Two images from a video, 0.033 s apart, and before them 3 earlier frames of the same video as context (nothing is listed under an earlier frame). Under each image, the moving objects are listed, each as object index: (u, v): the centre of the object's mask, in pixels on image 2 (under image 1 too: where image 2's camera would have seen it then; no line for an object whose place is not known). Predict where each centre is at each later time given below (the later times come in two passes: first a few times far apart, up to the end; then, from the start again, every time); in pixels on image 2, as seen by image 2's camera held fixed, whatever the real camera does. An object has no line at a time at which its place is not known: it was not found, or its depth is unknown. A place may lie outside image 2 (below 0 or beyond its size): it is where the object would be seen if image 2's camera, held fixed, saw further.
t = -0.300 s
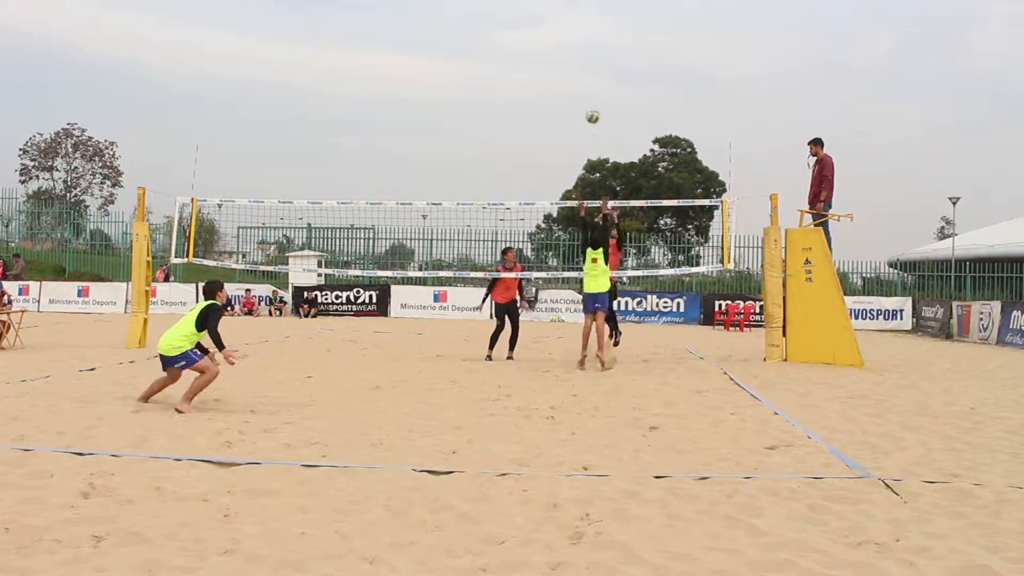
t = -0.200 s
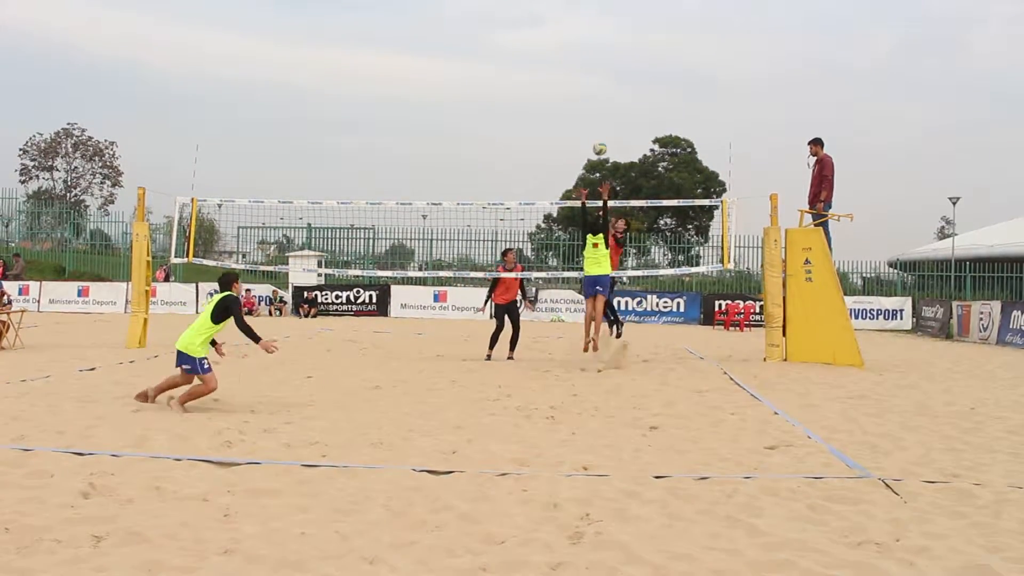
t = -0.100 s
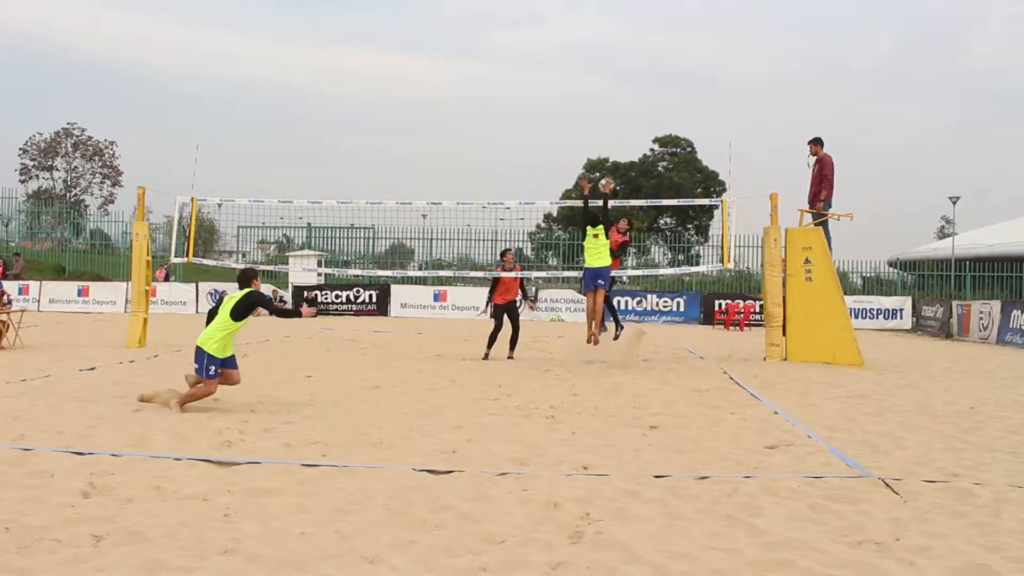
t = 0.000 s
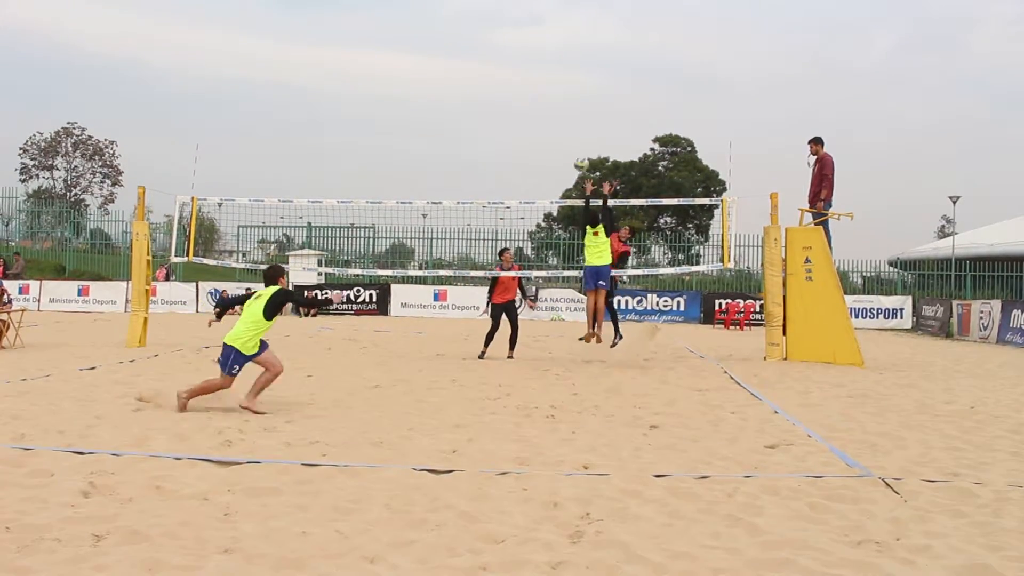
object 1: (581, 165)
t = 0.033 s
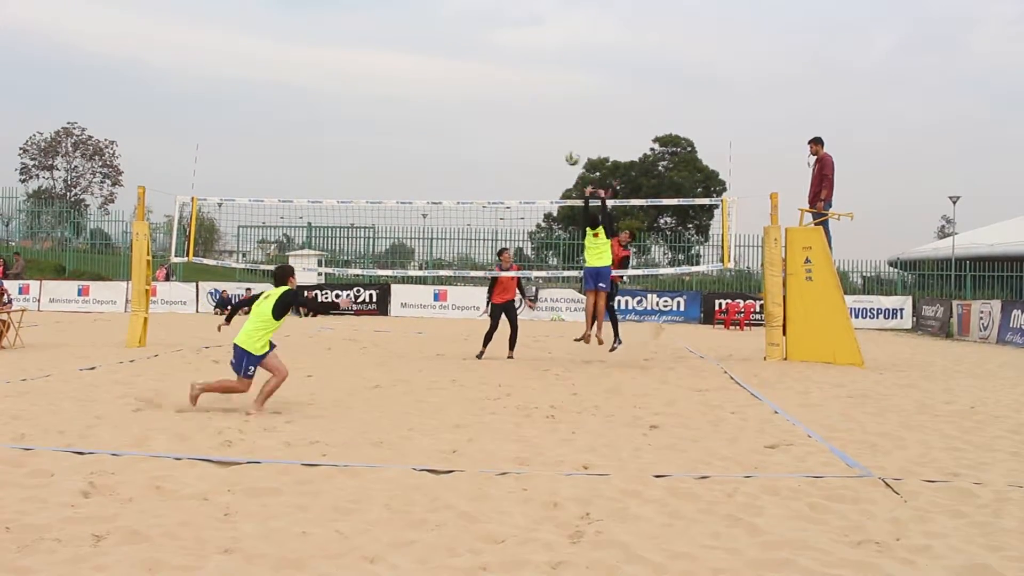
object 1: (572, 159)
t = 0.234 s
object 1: (519, 138)
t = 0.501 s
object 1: (446, 154)
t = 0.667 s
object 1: (398, 192)
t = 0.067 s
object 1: (564, 154)
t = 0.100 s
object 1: (555, 149)
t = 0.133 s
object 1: (546, 145)
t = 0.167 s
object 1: (537, 142)
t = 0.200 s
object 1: (528, 139)
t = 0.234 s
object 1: (519, 138)
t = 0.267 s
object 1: (511, 138)
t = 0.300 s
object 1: (502, 137)
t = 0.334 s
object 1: (492, 138)
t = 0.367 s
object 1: (483, 139)
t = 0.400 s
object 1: (474, 143)
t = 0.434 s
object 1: (464, 145)
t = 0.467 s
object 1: (455, 149)
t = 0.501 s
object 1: (446, 154)
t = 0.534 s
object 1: (437, 160)
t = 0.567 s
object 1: (427, 166)
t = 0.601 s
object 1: (418, 174)
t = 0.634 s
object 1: (407, 182)
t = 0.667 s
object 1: (398, 192)
